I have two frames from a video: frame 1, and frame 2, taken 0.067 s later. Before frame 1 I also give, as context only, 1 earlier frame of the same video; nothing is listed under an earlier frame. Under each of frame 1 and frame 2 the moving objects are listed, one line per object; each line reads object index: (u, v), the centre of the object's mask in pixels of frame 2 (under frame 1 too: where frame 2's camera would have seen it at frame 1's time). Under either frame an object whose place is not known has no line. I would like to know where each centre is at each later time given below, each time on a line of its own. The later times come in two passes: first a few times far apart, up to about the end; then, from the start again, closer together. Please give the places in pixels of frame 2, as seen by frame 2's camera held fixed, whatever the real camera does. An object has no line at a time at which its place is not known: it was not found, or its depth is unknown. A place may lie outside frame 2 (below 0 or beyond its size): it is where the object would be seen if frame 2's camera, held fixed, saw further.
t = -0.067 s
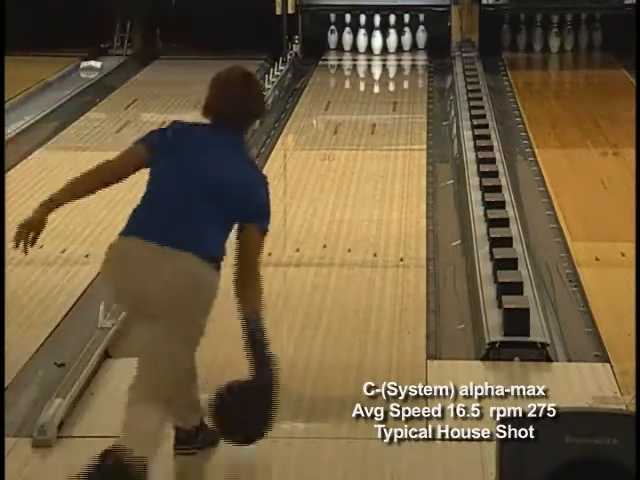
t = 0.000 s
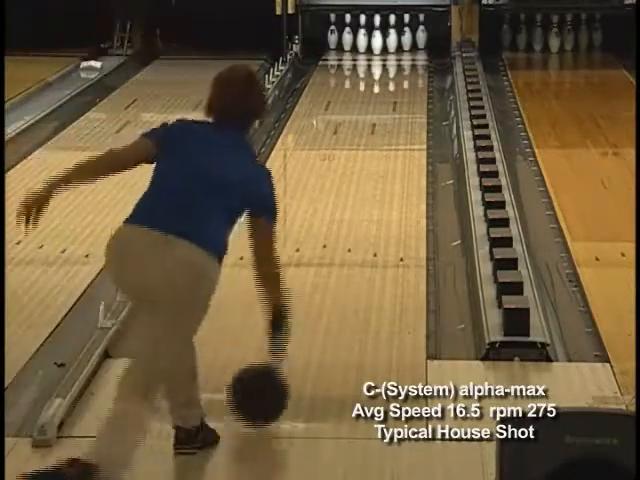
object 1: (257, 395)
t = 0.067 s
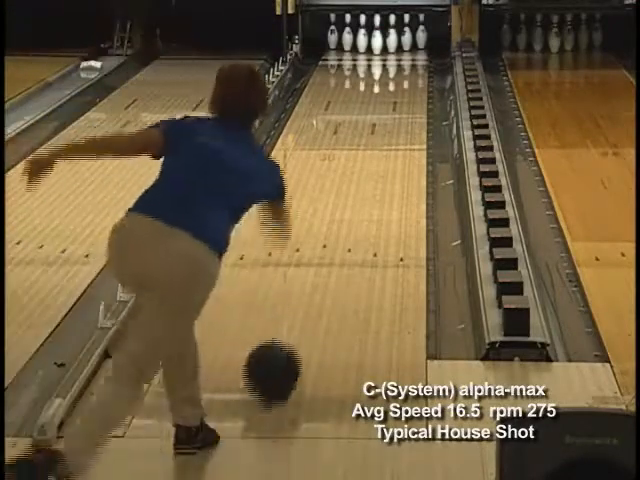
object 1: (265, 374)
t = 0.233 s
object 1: (294, 316)
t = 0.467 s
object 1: (324, 255)
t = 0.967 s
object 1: (369, 166)
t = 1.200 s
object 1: (382, 137)
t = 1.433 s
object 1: (393, 113)
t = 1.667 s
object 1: (401, 93)
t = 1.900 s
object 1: (402, 76)
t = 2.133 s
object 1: (401, 64)
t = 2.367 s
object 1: (392, 51)
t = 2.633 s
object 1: (385, 43)
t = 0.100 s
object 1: (272, 361)
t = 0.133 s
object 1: (277, 349)
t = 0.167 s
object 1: (283, 337)
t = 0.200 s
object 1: (288, 327)
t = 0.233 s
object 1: (294, 316)
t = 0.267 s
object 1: (299, 307)
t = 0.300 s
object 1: (303, 298)
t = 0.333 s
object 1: (309, 288)
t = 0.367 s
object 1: (312, 280)
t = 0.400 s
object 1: (316, 271)
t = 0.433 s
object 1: (321, 263)
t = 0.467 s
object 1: (324, 255)
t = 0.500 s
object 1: (329, 248)
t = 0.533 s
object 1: (332, 240)
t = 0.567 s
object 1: (336, 233)
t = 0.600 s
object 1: (339, 226)
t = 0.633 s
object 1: (343, 220)
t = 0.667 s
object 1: (346, 214)
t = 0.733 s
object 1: (352, 202)
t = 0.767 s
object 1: (355, 197)
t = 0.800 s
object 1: (357, 191)
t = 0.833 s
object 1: (359, 186)
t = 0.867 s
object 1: (362, 180)
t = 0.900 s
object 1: (368, 175)
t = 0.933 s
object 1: (370, 170)
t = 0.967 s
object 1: (369, 166)
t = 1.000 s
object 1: (371, 162)
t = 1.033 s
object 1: (373, 157)
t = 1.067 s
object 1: (375, 153)
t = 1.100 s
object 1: (377, 149)
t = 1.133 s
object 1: (379, 145)
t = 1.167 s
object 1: (380, 141)
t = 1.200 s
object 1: (382, 137)
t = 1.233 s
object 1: (384, 133)
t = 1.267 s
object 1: (385, 129)
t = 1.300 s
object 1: (387, 126)
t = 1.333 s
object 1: (388, 123)
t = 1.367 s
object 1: (390, 119)
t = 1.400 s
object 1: (392, 116)
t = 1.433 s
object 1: (393, 113)
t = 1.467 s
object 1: (394, 110)
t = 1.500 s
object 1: (395, 108)
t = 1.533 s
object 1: (396, 104)
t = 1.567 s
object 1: (398, 101)
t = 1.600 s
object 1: (399, 99)
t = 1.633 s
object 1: (400, 96)
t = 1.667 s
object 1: (401, 93)
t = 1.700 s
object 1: (401, 92)
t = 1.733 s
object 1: (401, 89)
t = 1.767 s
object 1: (401, 86)
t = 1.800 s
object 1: (401, 83)
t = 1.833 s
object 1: (402, 81)
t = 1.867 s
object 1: (401, 79)
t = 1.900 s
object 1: (402, 76)
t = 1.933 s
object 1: (401, 74)
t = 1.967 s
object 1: (401, 72)
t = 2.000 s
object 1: (401, 70)
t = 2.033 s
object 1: (401, 69)
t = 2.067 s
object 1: (400, 67)
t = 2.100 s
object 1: (401, 66)
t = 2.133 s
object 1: (401, 64)
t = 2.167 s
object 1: (400, 62)
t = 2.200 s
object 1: (399, 61)
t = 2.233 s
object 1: (398, 59)
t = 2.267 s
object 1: (396, 56)
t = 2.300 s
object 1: (395, 55)
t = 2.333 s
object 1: (394, 54)
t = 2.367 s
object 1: (392, 51)
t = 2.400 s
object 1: (391, 51)
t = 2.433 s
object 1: (390, 50)
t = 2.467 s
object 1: (388, 48)
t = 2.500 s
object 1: (387, 47)
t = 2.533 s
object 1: (384, 46)
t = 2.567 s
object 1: (385, 44)
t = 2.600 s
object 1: (386, 44)
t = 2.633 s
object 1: (385, 43)
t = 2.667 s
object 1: (385, 43)
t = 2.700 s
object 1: (386, 42)
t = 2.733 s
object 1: (385, 41)
